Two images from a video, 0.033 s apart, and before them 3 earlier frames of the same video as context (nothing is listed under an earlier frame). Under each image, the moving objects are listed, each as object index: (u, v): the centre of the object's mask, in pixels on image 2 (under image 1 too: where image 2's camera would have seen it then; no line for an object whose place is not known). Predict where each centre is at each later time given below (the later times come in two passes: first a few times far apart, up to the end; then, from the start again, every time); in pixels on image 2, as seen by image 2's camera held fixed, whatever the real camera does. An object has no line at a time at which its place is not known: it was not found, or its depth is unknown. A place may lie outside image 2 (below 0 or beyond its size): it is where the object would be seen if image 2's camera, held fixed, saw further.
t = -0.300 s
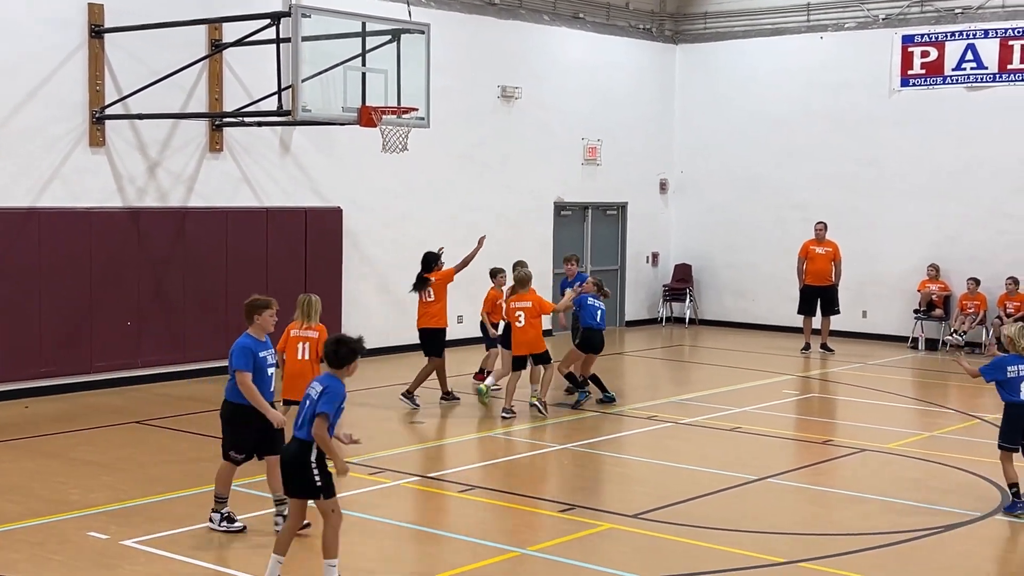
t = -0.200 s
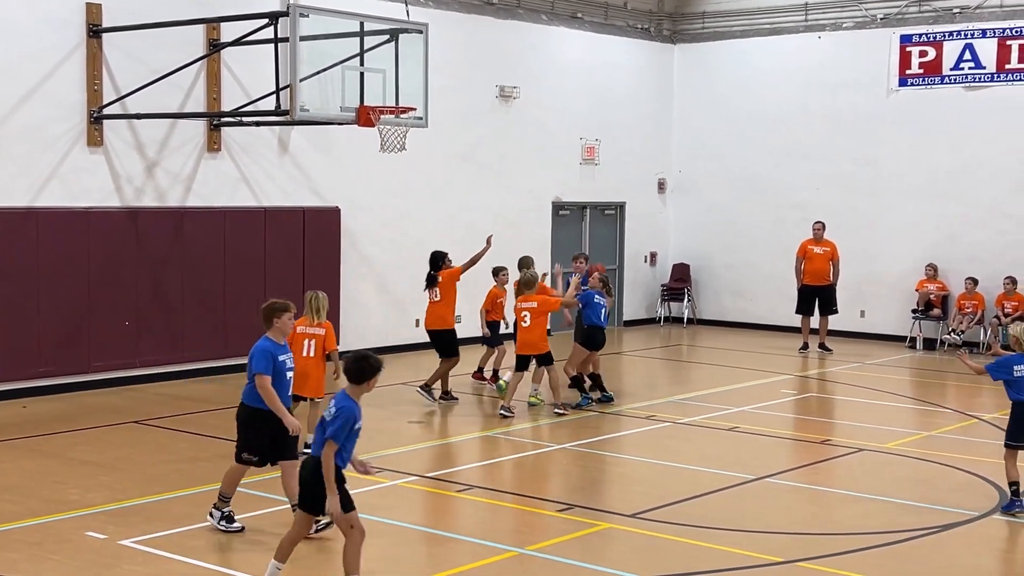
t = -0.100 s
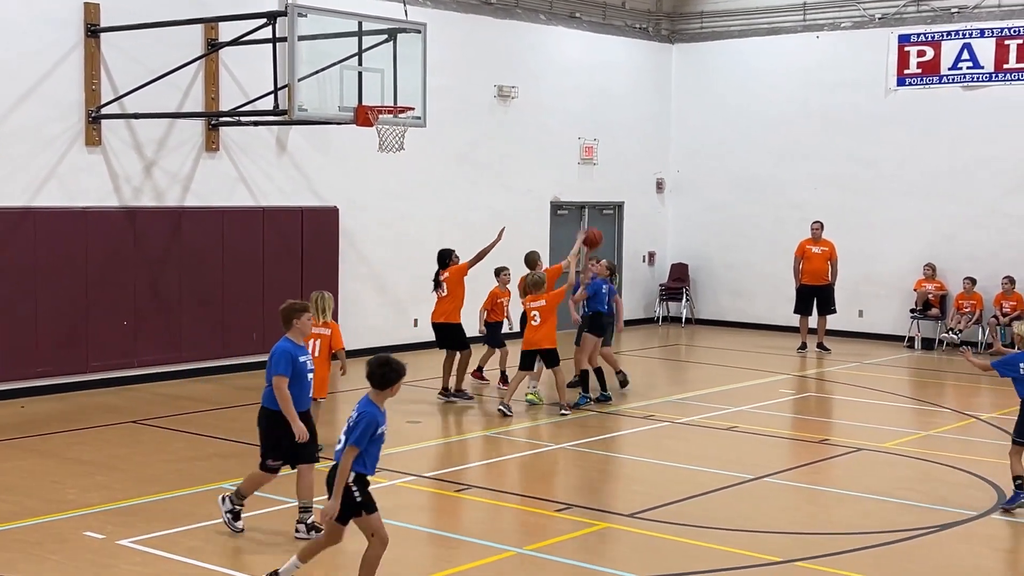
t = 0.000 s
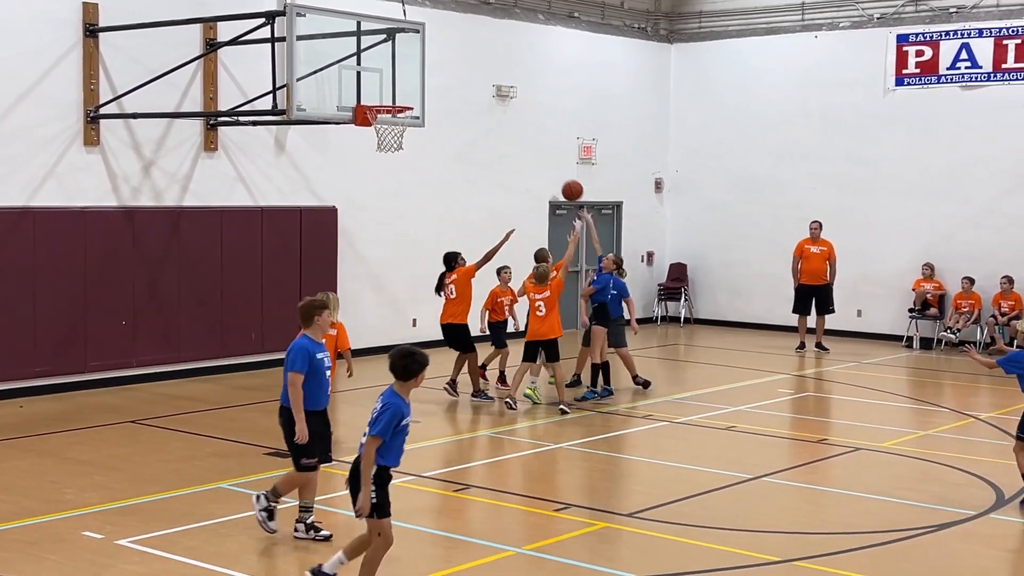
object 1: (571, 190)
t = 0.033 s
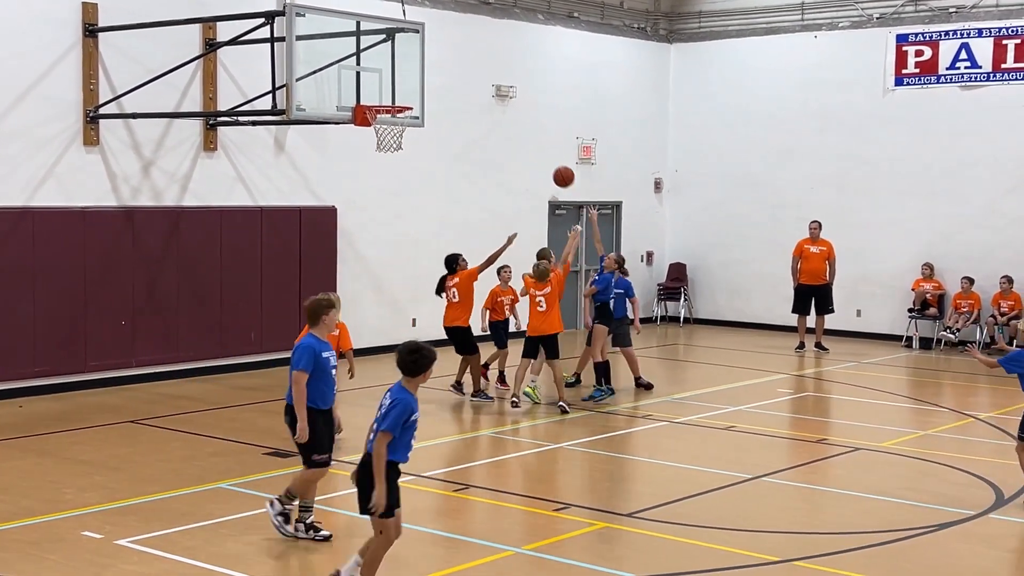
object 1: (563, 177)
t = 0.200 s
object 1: (522, 122)
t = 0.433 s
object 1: (463, 88)
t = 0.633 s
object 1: (447, 96)
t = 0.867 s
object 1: (487, 144)
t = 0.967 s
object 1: (503, 179)
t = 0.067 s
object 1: (555, 164)
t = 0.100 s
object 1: (547, 151)
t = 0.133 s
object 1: (539, 141)
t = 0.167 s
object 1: (530, 131)
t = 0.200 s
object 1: (522, 122)
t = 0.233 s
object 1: (514, 114)
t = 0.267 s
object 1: (505, 108)
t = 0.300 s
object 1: (497, 102)
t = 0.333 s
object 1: (488, 96)
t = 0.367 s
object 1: (480, 93)
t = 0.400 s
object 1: (471, 90)
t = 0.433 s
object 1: (463, 88)
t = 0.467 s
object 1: (454, 88)
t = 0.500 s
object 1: (446, 88)
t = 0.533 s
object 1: (437, 90)
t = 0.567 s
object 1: (436, 91)
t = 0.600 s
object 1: (441, 93)
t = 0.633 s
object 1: (447, 96)
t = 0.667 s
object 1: (453, 100)
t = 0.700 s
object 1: (459, 105)
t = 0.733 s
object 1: (465, 111)
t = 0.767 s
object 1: (470, 118)
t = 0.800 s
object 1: (476, 126)
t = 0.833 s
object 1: (482, 135)
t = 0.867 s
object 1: (487, 144)
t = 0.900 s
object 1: (492, 155)
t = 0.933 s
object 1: (498, 167)
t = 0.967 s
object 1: (503, 179)
